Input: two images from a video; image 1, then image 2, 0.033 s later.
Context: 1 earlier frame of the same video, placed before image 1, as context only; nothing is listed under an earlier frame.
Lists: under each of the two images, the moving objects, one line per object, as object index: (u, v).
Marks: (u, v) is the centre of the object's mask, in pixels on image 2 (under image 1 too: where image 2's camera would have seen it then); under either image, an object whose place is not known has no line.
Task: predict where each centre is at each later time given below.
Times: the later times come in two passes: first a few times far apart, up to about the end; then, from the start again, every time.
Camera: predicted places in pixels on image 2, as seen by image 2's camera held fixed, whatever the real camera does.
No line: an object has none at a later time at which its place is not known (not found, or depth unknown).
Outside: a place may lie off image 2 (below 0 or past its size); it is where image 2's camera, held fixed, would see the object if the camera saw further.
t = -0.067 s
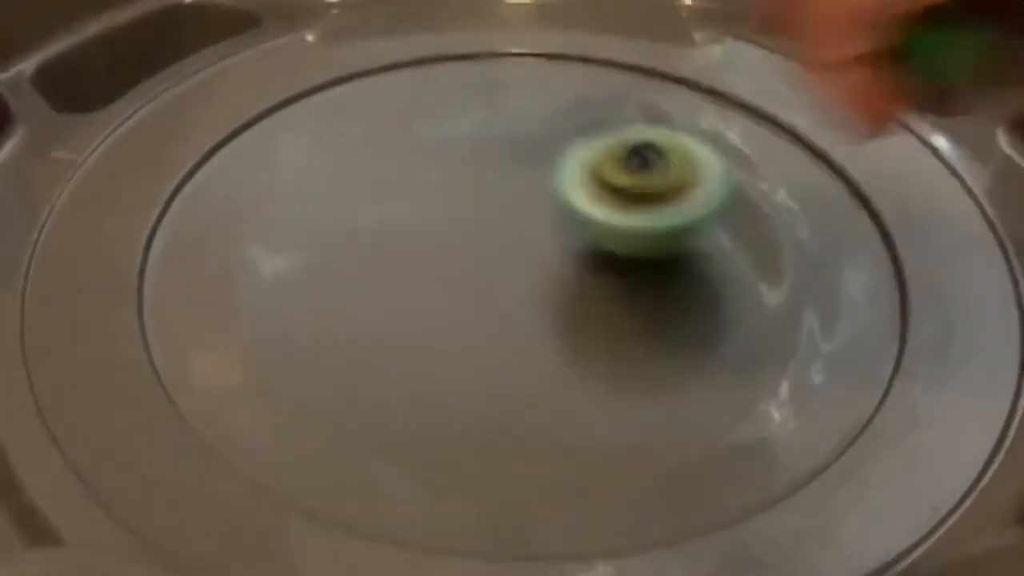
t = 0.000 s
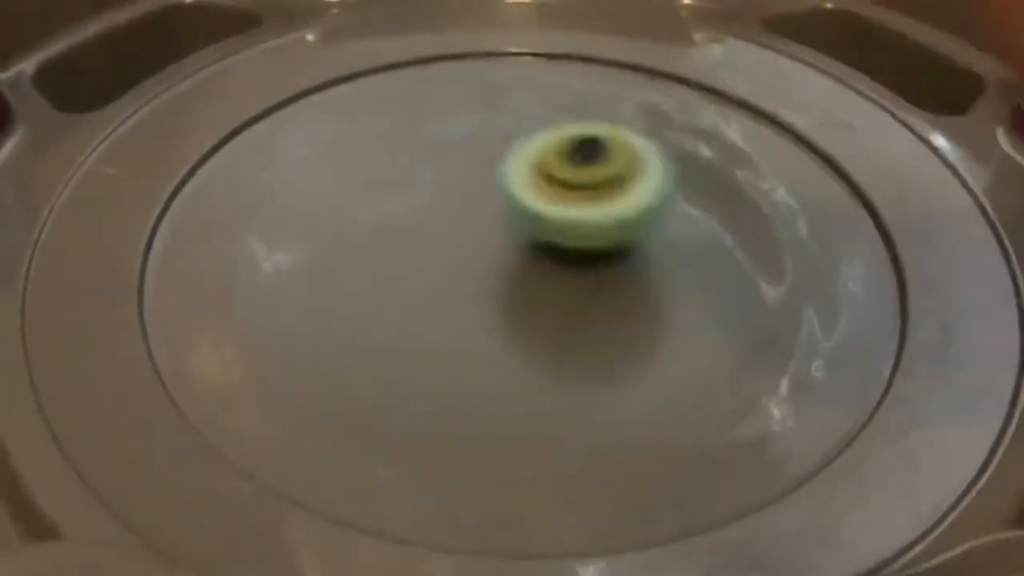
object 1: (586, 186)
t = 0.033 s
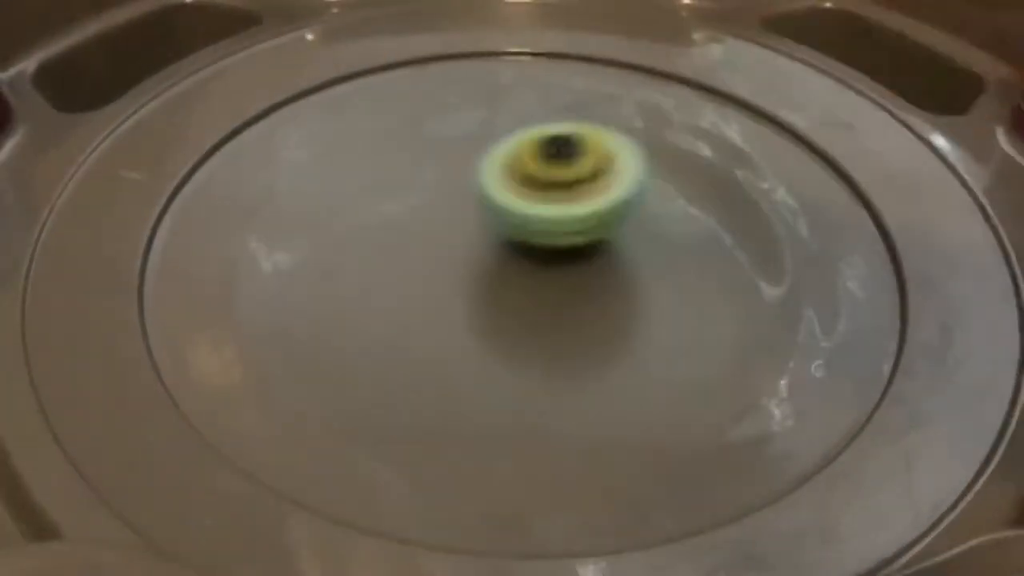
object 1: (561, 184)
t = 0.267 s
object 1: (429, 244)
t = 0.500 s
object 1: (468, 339)
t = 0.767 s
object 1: (629, 272)
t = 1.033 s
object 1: (502, 169)
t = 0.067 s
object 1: (538, 185)
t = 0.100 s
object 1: (514, 189)
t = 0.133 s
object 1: (491, 195)
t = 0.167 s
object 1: (471, 204)
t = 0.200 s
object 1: (455, 217)
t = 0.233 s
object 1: (441, 230)
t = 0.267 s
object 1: (429, 244)
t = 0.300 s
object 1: (420, 258)
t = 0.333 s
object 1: (416, 272)
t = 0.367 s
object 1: (416, 287)
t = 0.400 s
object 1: (420, 303)
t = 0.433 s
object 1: (431, 317)
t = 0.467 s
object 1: (447, 329)
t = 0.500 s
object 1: (468, 339)
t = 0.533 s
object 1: (494, 347)
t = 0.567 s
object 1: (523, 349)
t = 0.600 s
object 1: (553, 347)
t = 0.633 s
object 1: (580, 339)
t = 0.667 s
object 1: (603, 325)
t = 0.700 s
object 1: (619, 310)
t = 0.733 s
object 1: (628, 291)
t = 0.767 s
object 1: (629, 272)
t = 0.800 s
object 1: (623, 253)
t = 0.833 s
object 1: (613, 235)
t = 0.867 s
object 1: (599, 220)
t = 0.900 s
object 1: (583, 205)
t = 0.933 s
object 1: (565, 193)
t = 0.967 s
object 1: (545, 184)
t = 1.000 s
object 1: (523, 176)
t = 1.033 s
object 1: (502, 169)
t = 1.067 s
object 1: (480, 165)
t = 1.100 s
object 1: (459, 162)
